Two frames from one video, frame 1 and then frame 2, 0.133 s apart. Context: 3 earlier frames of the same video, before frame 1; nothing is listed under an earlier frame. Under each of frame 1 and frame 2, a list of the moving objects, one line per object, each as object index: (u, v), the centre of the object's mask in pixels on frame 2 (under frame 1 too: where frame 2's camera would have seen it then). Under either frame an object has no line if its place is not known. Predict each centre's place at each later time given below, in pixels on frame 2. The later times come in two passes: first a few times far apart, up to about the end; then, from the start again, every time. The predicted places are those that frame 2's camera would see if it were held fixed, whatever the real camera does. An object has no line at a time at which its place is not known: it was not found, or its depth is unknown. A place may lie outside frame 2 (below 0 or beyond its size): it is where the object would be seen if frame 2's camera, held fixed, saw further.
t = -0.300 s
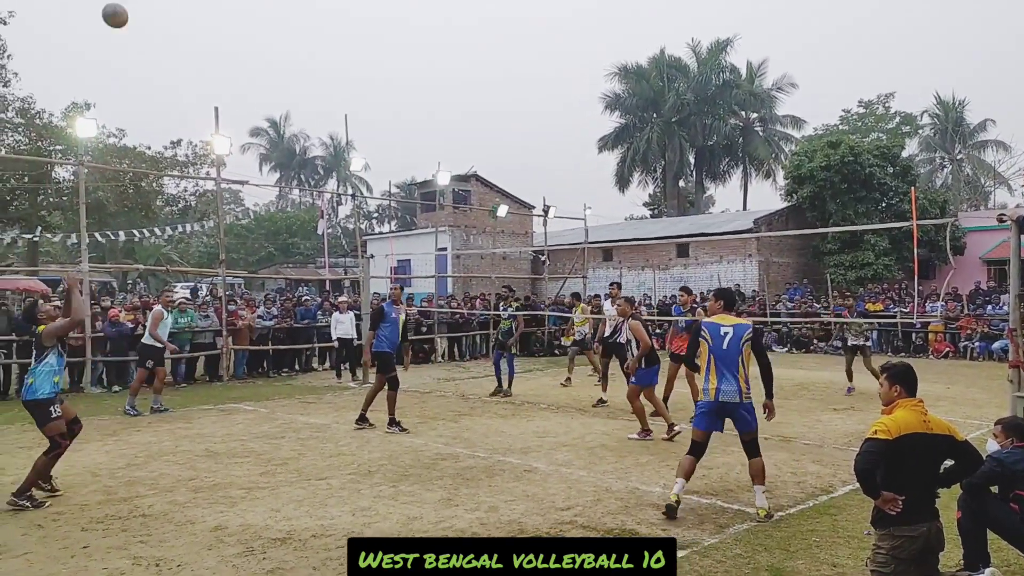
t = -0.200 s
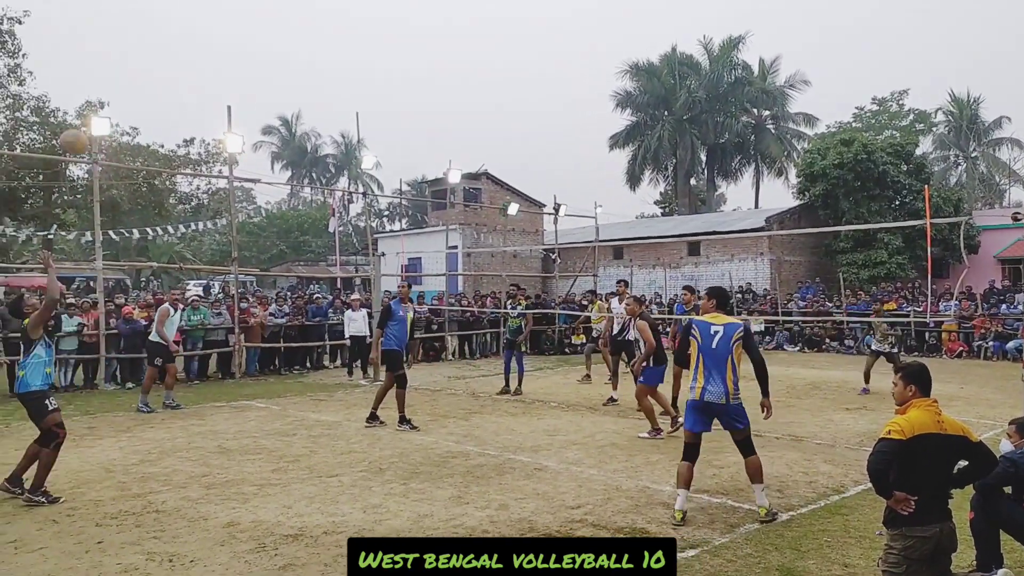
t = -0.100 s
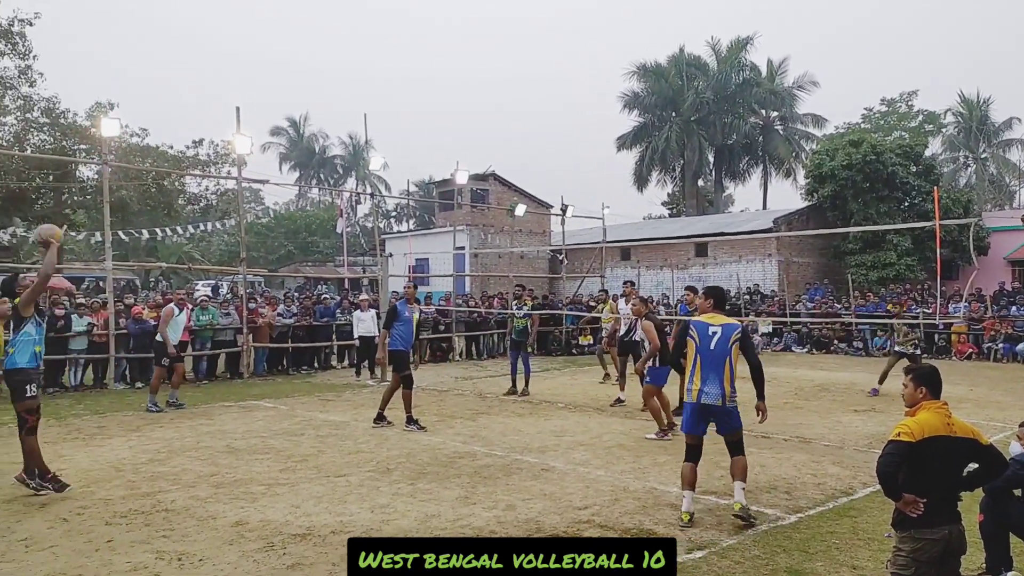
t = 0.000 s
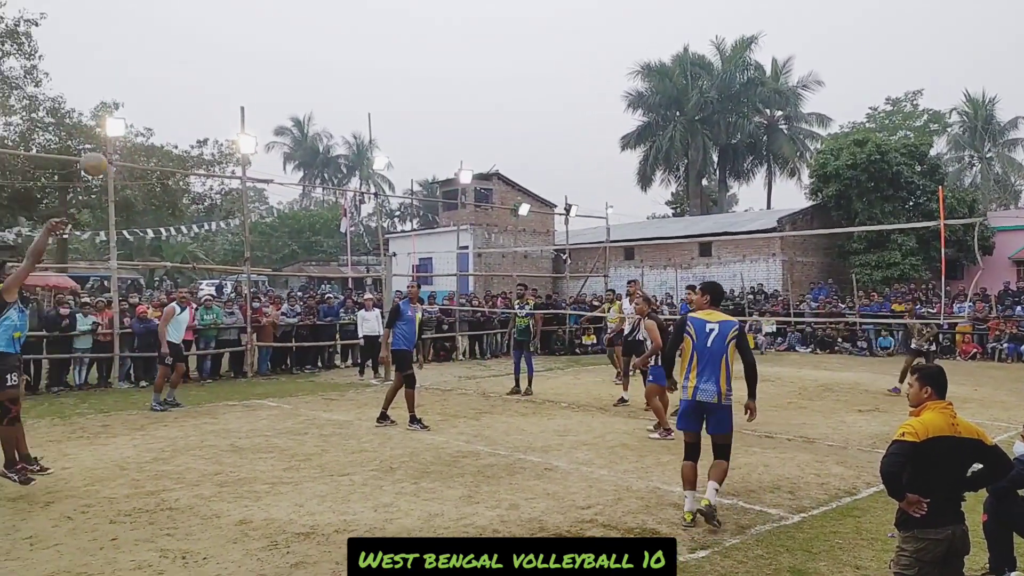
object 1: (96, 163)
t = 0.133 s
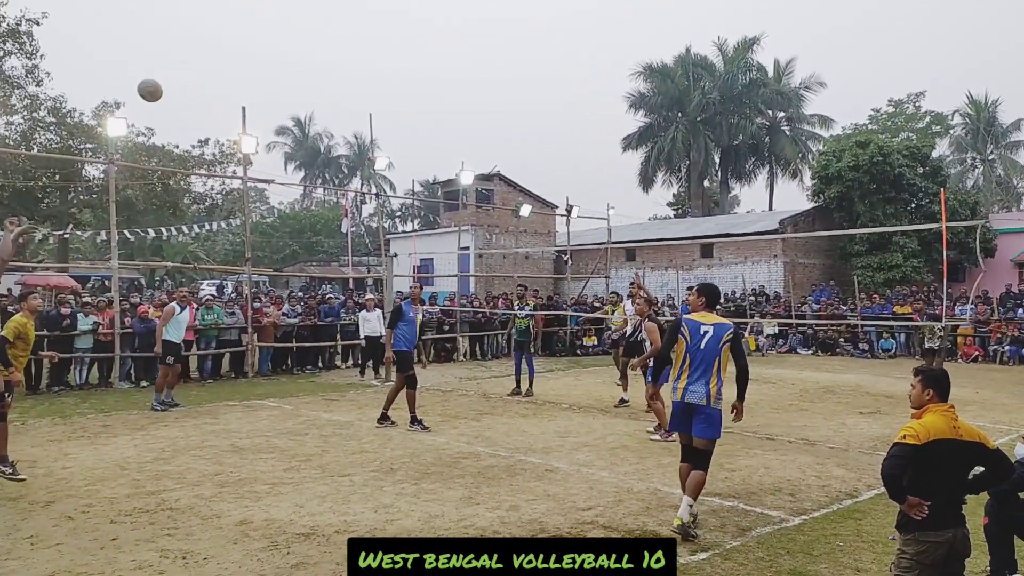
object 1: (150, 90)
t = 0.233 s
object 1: (182, 57)
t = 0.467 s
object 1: (258, 8)
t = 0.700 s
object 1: (323, 12)
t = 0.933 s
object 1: (378, 59)
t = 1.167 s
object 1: (425, 140)
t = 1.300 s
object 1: (449, 199)
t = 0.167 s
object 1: (163, 76)
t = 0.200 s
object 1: (169, 69)
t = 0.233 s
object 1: (182, 57)
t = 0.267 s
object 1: (193, 46)
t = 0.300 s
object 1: (205, 37)
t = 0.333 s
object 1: (216, 28)
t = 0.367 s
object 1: (227, 21)
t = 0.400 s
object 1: (237, 16)
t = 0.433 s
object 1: (248, 11)
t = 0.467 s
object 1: (258, 8)
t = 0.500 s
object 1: (269, 6)
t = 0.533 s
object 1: (278, 4)
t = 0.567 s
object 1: (288, 4)
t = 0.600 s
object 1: (297, 4)
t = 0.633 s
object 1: (306, 6)
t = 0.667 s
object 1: (315, 9)
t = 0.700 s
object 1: (323, 12)
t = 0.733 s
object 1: (332, 17)
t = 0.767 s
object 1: (340, 22)
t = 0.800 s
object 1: (347, 27)
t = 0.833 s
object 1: (356, 34)
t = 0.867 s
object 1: (363, 41)
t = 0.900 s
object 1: (371, 50)
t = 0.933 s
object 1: (378, 59)
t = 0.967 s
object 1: (385, 69)
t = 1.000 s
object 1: (392, 79)
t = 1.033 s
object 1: (399, 90)
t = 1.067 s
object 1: (405, 102)
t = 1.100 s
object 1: (412, 114)
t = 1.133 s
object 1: (418, 127)
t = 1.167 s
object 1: (425, 140)
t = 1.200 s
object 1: (431, 154)
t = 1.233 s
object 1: (437, 169)
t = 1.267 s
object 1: (443, 184)
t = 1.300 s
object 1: (449, 199)
